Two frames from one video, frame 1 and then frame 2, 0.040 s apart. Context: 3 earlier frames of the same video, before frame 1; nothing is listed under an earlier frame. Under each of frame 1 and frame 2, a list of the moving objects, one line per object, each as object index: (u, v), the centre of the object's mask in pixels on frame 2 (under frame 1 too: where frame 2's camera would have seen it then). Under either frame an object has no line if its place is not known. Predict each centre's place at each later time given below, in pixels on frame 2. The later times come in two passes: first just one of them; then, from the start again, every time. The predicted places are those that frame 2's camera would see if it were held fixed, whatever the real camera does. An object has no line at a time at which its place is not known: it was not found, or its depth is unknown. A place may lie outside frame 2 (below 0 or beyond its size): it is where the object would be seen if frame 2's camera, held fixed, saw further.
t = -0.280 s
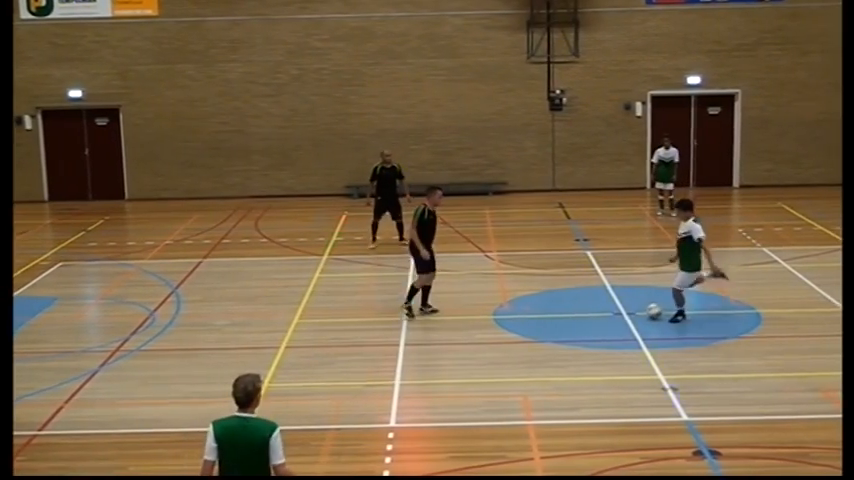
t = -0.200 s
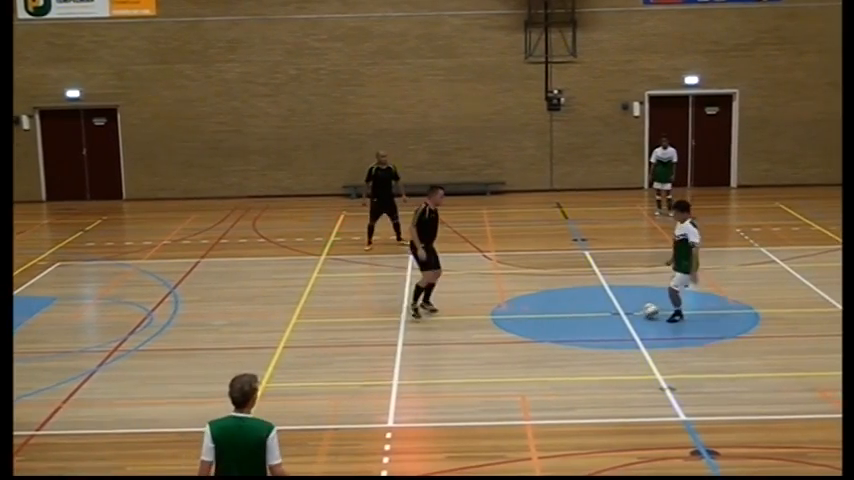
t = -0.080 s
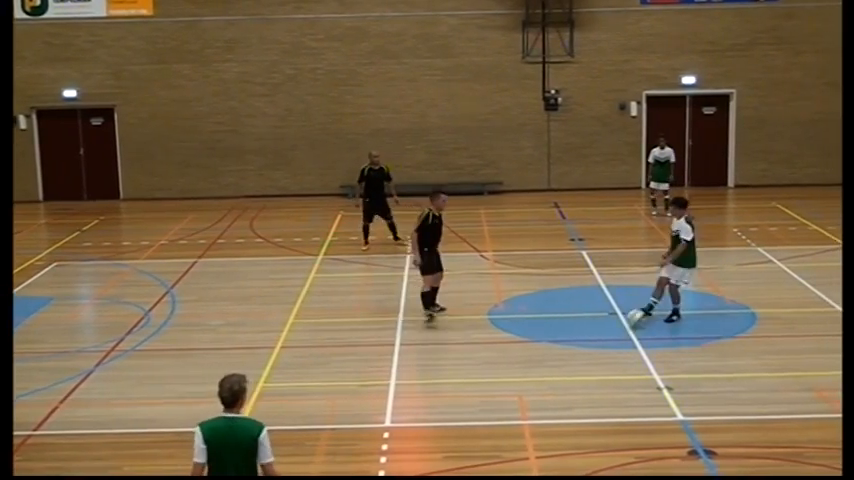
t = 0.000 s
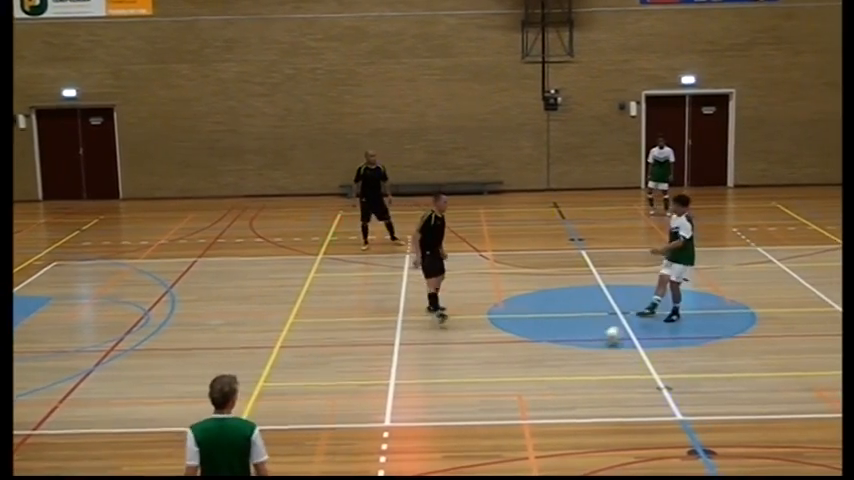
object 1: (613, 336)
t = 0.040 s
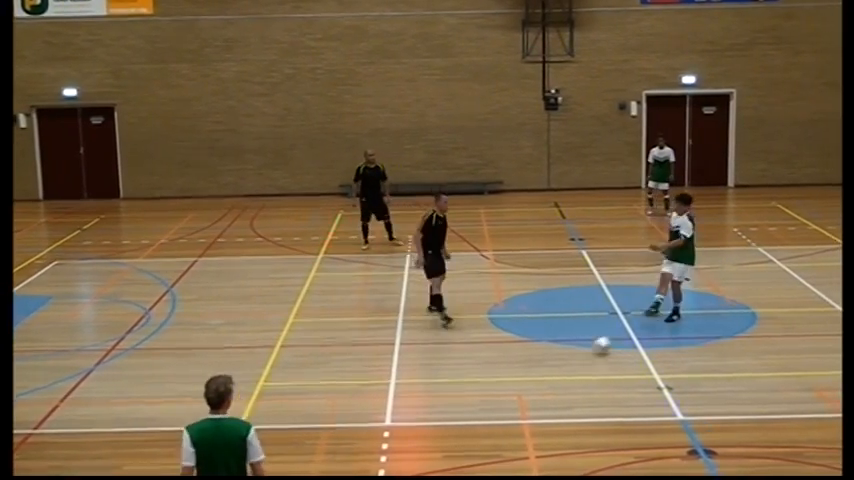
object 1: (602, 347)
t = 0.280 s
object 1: (529, 407)
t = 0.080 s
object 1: (593, 356)
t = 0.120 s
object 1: (579, 365)
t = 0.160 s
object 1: (566, 376)
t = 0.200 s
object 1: (555, 385)
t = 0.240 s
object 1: (541, 396)
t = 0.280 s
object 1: (529, 407)
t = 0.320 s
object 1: (515, 417)
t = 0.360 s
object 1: (501, 428)
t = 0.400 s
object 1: (488, 439)
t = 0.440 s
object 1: (474, 450)
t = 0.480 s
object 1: (459, 462)
